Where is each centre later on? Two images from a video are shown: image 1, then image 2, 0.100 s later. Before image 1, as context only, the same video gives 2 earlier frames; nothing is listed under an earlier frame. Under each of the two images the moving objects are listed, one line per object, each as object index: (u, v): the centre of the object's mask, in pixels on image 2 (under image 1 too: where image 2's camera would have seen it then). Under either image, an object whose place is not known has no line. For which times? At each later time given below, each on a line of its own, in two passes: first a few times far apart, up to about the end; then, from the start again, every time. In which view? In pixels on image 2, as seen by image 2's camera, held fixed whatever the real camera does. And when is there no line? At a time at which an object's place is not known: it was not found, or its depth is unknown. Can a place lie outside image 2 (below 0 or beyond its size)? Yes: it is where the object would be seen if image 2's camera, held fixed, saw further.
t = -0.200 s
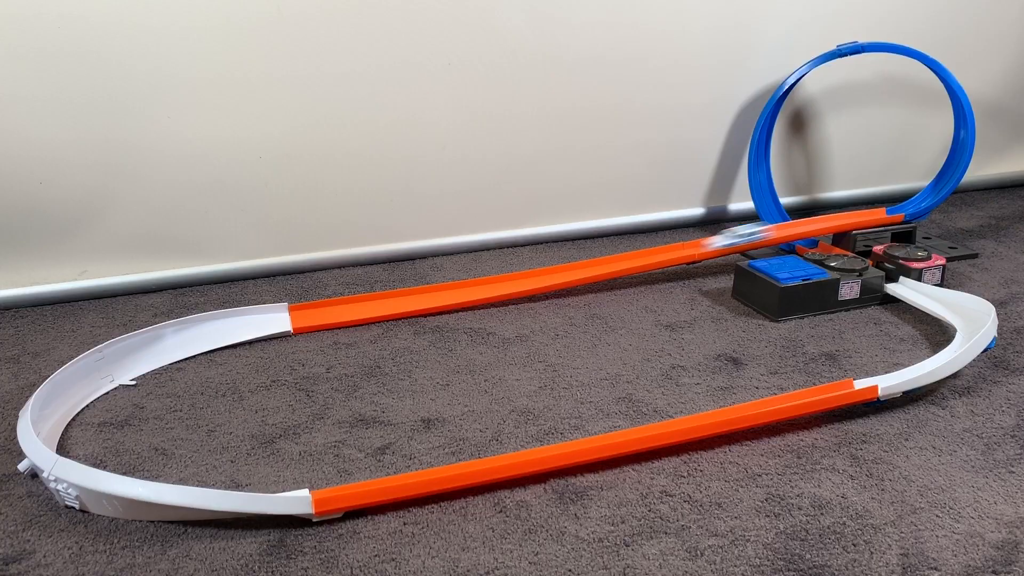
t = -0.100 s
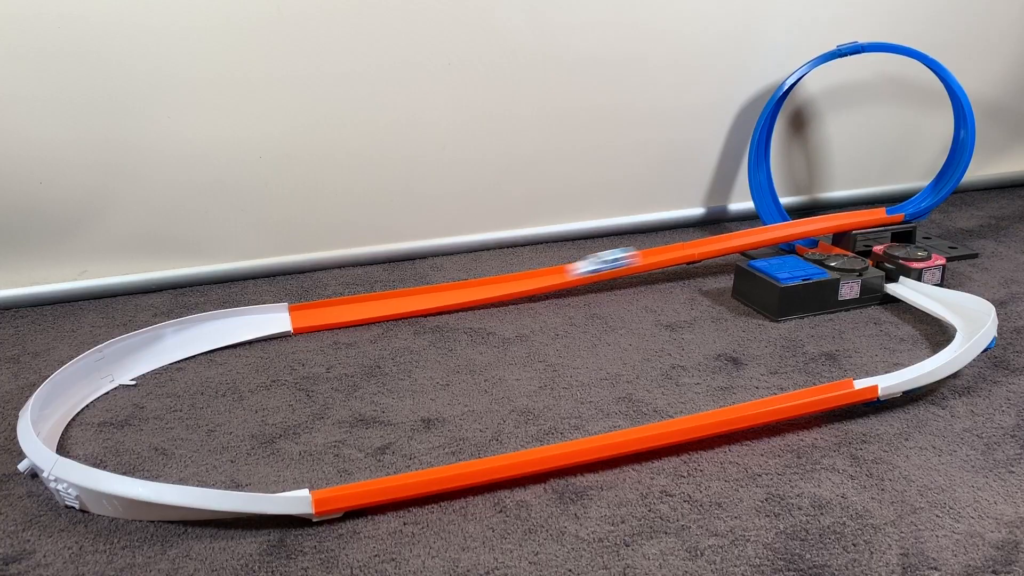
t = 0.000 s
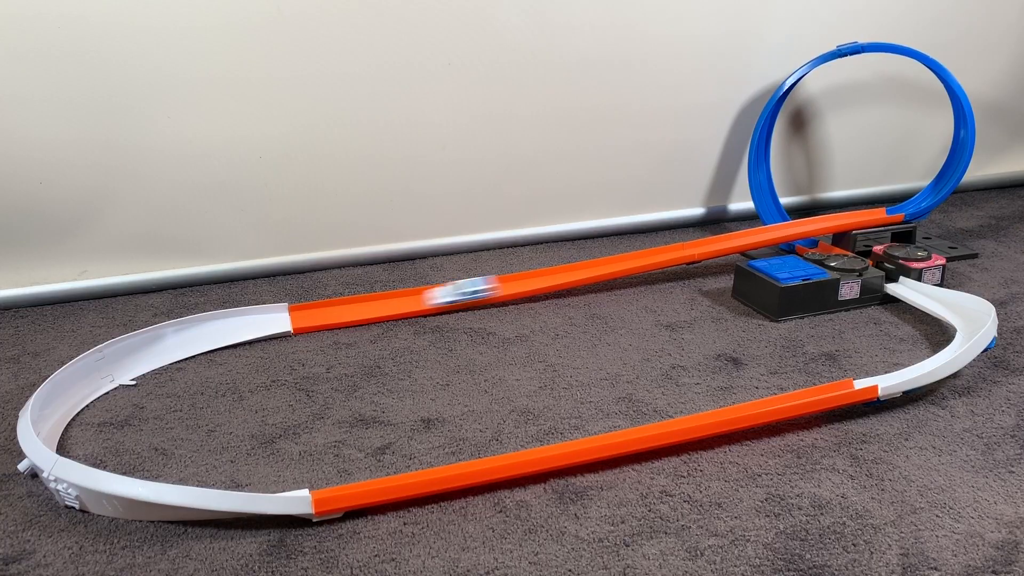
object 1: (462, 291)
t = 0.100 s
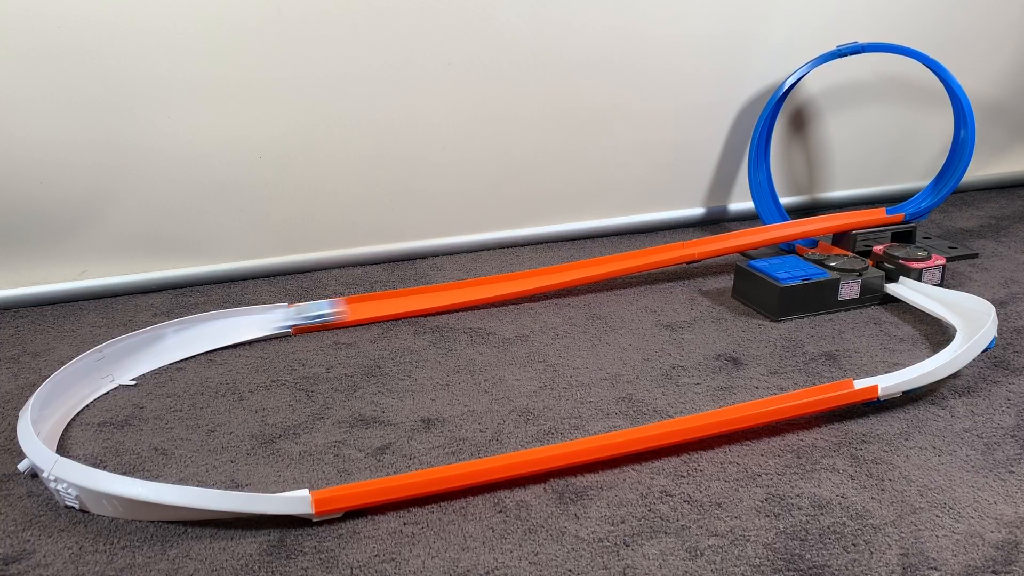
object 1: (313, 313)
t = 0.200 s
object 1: (148, 349)
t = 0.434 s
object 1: (81, 422)
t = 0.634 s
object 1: (81, 426)
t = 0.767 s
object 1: (81, 426)
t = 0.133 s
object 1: (252, 322)
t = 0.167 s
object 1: (202, 332)
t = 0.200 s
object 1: (148, 349)
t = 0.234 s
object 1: (124, 367)
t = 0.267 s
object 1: (107, 376)
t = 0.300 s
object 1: (93, 387)
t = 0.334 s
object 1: (85, 398)
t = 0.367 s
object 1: (79, 413)
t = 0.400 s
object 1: (81, 419)
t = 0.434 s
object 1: (81, 422)
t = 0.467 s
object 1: (79, 426)
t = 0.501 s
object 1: (77, 427)
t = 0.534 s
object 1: (80, 427)
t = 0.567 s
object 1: (81, 426)
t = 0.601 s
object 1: (81, 426)
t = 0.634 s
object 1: (81, 426)
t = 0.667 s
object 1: (81, 426)
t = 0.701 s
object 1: (81, 426)
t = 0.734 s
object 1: (81, 426)
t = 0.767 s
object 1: (81, 426)
